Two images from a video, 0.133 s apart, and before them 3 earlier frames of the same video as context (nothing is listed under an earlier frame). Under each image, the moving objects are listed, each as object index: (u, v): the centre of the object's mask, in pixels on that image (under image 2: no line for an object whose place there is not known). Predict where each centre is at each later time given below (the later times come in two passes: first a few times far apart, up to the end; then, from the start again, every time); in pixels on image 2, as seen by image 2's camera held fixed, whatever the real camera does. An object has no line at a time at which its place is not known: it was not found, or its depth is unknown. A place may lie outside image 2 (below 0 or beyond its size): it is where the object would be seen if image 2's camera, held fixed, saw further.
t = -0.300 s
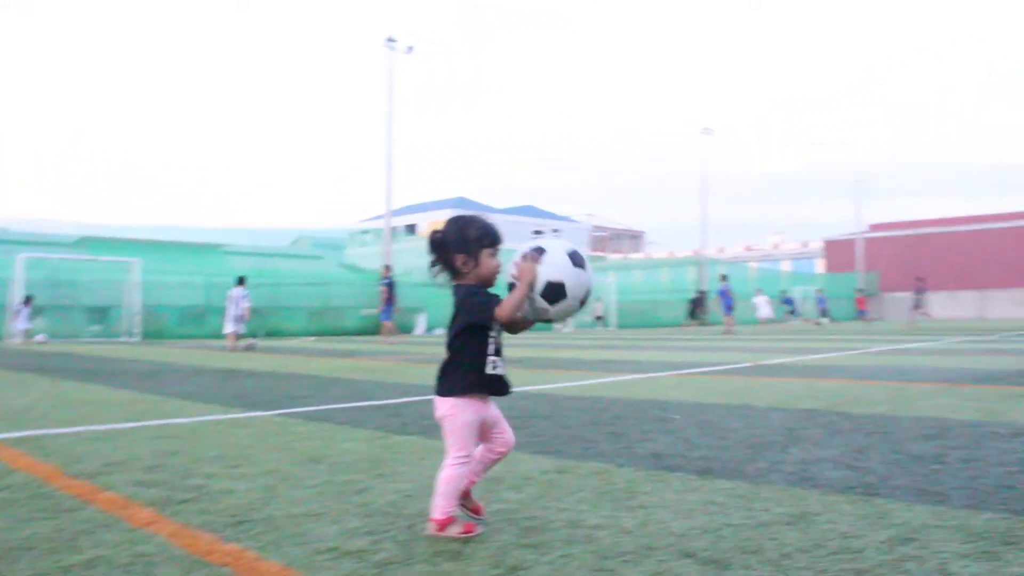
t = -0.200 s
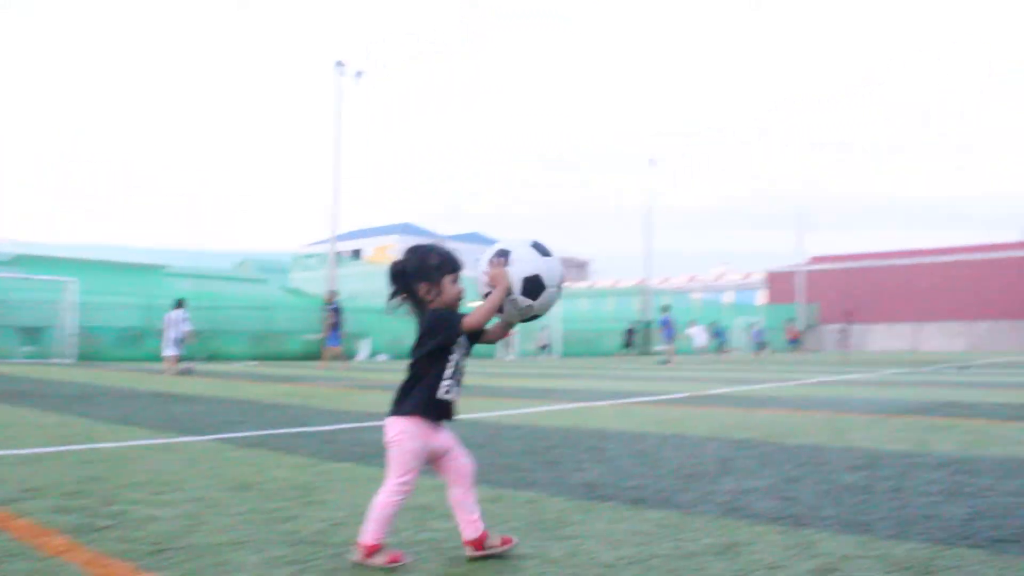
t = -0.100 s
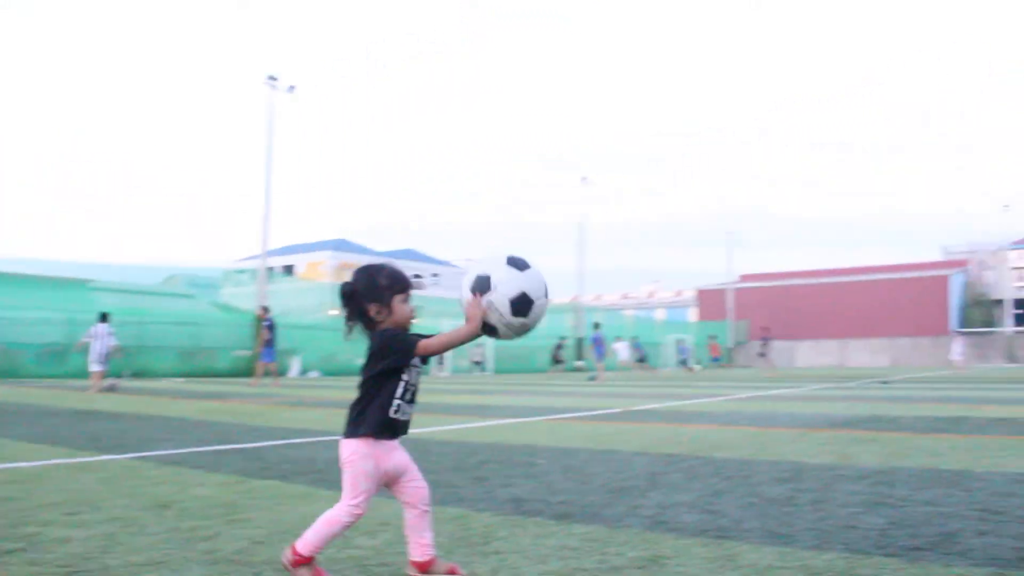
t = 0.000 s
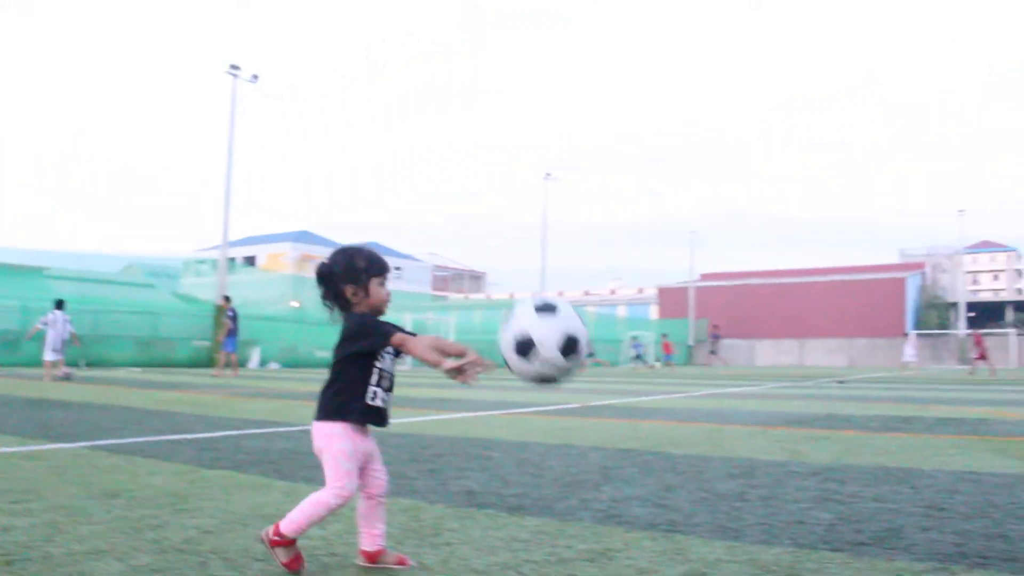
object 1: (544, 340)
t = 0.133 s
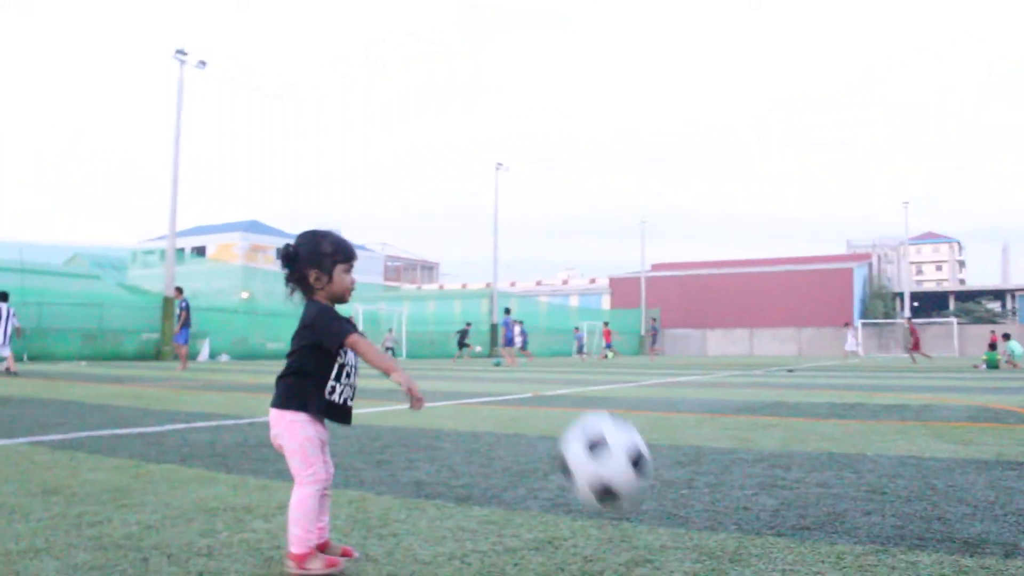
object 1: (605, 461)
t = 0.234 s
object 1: (666, 467)
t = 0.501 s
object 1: (772, 366)
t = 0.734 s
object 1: (868, 491)
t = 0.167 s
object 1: (634, 506)
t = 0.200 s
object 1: (652, 497)
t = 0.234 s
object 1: (666, 467)
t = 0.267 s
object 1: (679, 440)
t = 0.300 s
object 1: (693, 418)
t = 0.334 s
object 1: (706, 399)
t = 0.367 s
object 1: (720, 385)
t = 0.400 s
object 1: (732, 374)
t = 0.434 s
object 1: (746, 367)
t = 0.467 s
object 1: (759, 364)
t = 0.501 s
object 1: (772, 366)
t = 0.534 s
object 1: (784, 371)
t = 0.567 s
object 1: (798, 381)
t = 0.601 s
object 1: (812, 395)
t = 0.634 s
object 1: (825, 411)
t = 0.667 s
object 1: (839, 433)
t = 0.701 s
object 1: (854, 460)
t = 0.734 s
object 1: (868, 491)
